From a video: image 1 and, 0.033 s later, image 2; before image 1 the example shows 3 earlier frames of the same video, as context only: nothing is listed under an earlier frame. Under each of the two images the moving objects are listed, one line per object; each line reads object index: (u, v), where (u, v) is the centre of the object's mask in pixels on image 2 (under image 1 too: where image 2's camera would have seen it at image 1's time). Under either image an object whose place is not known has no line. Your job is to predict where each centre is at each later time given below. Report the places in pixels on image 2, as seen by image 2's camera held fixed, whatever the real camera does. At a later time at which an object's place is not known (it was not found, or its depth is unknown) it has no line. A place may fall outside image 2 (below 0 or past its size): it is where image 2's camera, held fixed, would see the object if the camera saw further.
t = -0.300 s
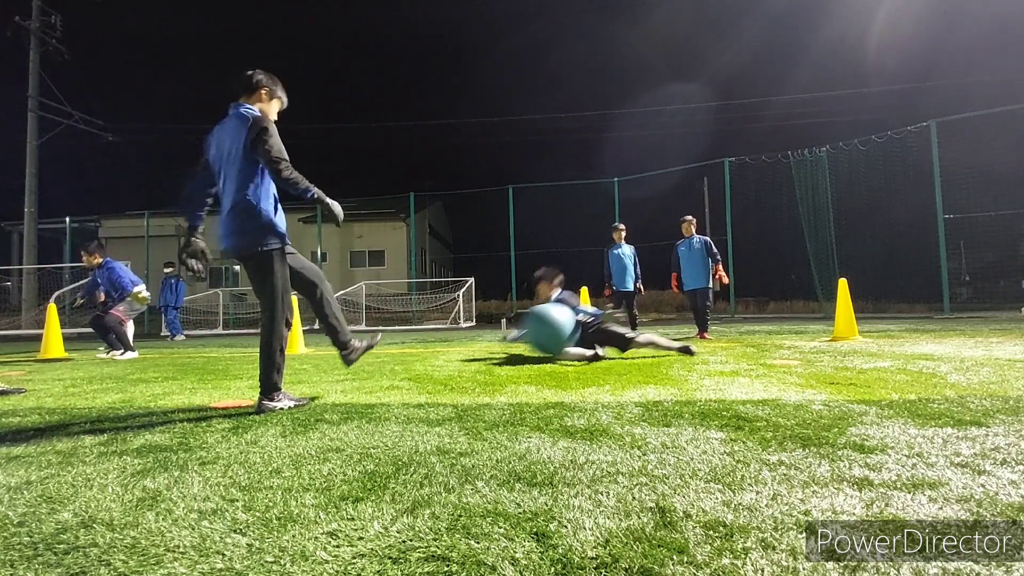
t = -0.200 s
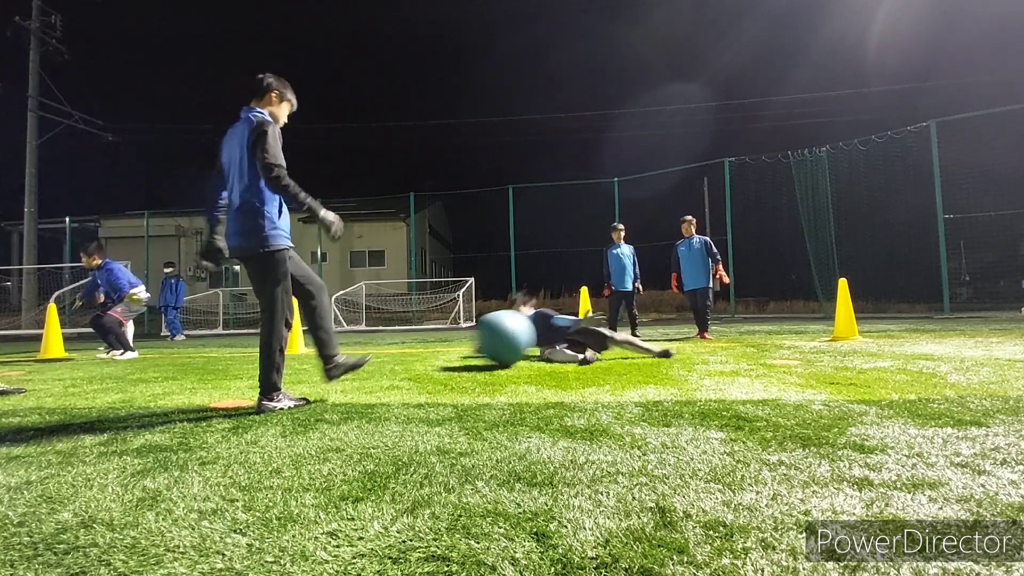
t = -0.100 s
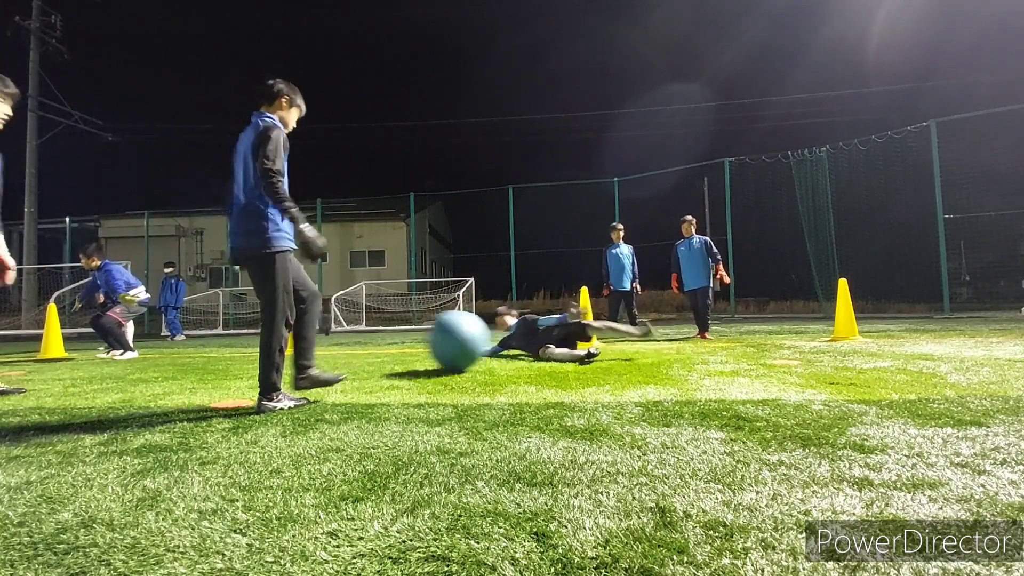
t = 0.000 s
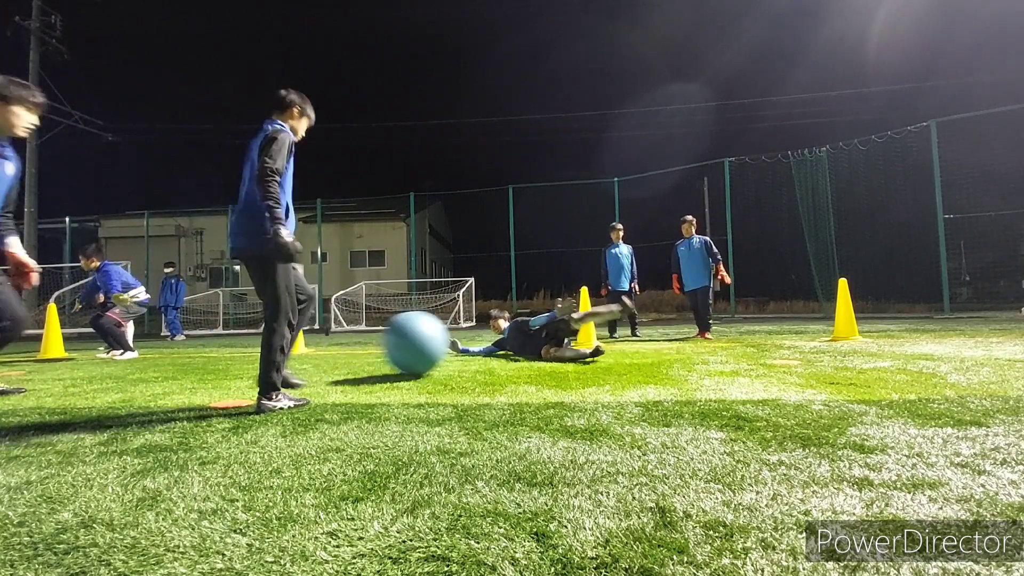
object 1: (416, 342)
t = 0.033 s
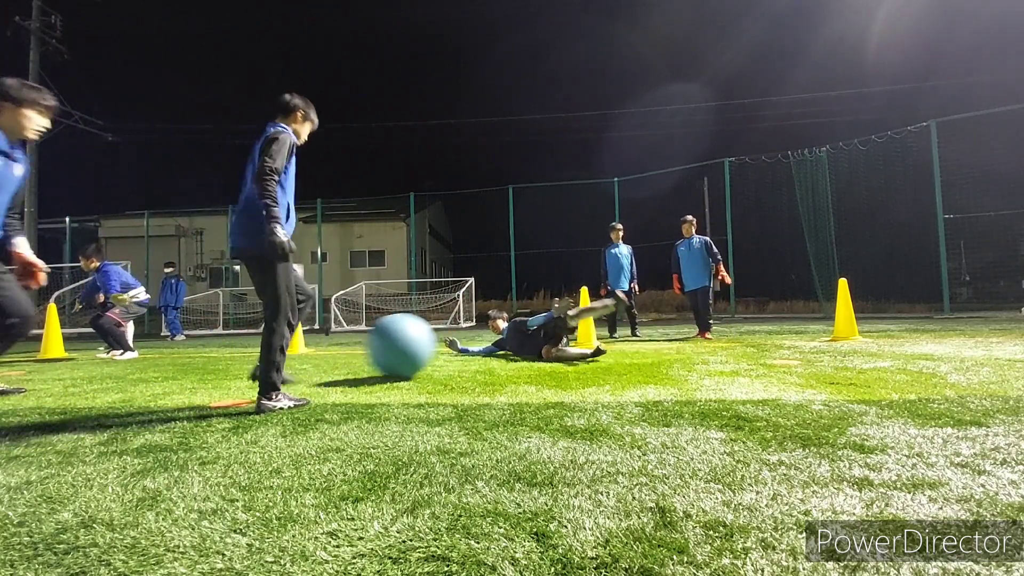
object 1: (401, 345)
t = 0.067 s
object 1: (386, 348)
